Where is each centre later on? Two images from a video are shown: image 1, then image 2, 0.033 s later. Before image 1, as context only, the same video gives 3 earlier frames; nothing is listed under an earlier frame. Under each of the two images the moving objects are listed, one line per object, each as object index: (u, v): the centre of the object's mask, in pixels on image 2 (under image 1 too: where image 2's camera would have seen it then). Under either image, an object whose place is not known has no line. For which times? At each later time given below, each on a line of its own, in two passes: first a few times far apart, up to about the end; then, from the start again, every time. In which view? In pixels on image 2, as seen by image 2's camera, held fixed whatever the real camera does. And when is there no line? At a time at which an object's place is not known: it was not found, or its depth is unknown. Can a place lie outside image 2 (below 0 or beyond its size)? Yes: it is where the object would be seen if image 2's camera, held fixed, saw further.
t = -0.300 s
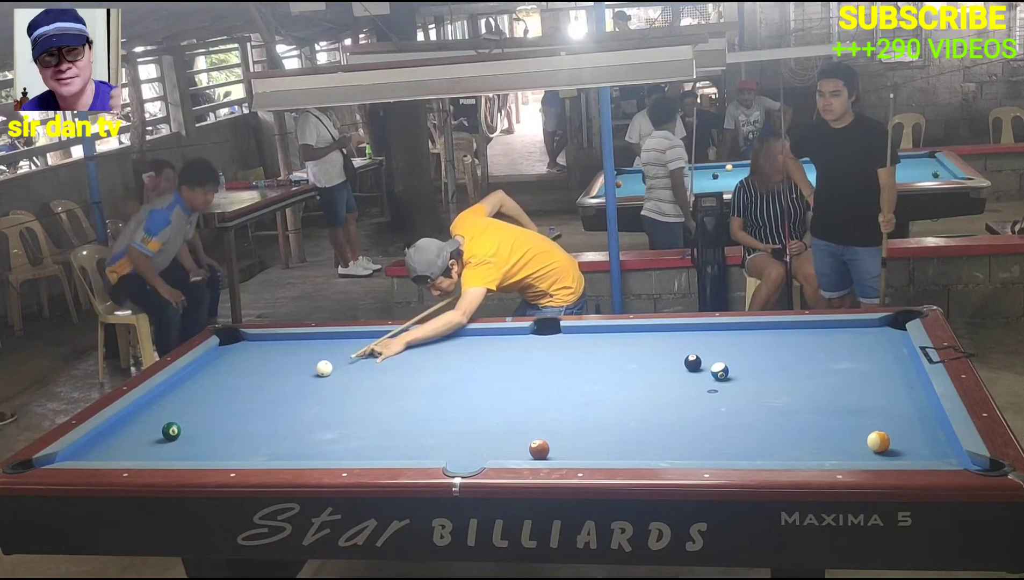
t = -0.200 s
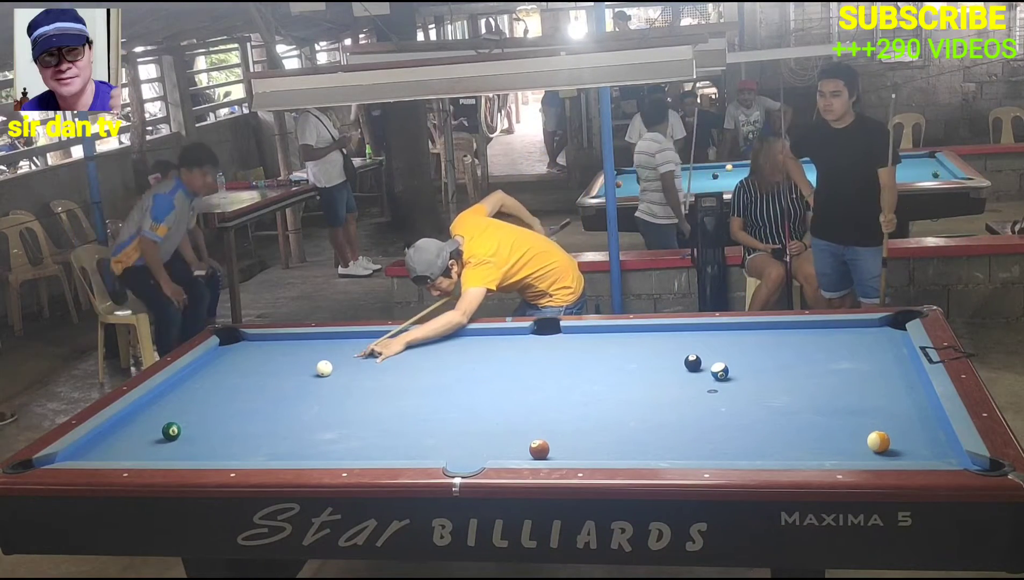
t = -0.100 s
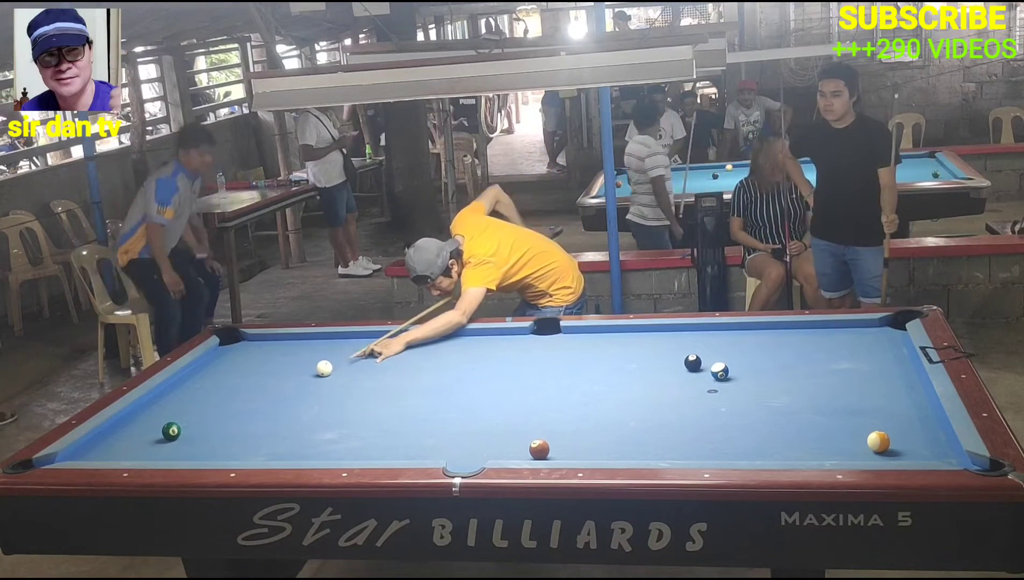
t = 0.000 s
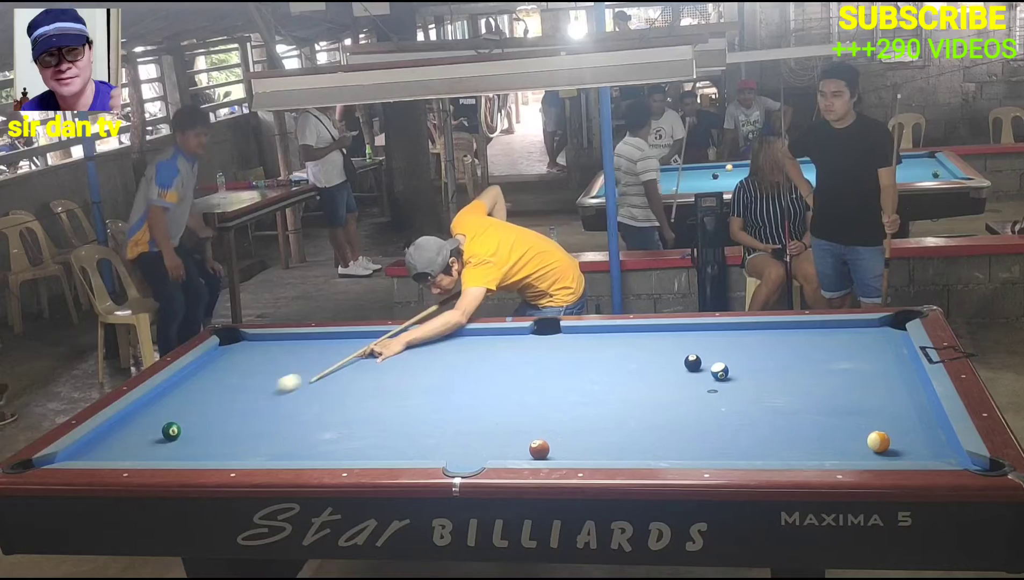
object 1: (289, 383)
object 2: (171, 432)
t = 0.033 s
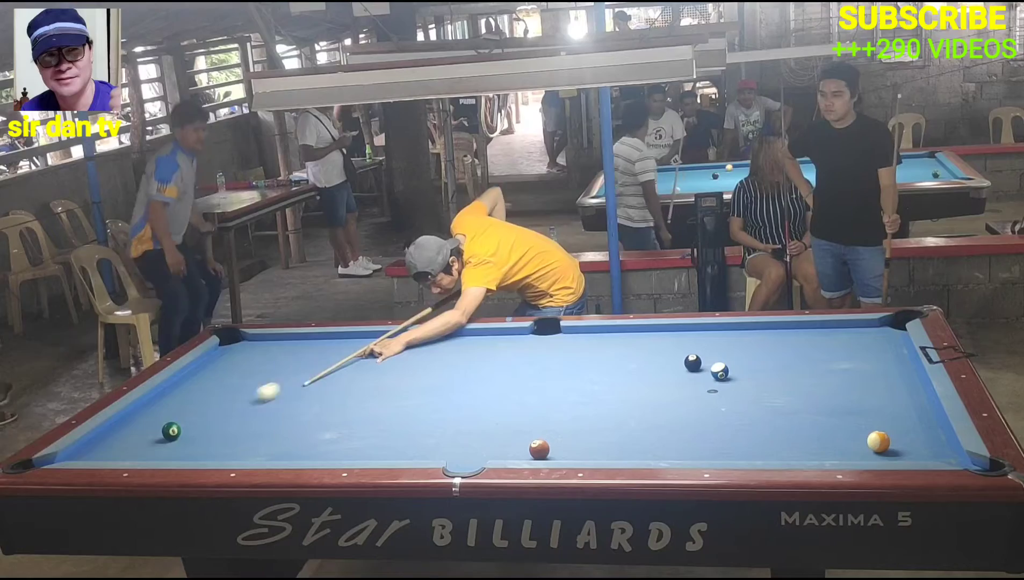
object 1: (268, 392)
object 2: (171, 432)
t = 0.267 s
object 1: (198, 431)
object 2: (101, 451)
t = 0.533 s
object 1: (221, 442)
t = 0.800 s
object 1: (245, 452)
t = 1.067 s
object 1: (275, 457)
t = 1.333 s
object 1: (323, 453)
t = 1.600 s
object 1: (369, 449)
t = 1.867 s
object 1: (412, 444)
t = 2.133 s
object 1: (452, 439)
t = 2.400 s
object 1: (491, 435)
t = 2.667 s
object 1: (525, 431)
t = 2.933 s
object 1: (559, 428)
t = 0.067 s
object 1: (247, 401)
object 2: (171, 432)
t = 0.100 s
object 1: (226, 410)
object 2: (171, 431)
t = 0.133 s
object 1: (205, 419)
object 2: (171, 432)
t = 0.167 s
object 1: (190, 426)
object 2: (167, 433)
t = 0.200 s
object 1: (193, 428)
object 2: (147, 437)
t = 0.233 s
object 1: (196, 430)
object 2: (122, 446)
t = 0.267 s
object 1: (198, 431)
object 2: (101, 451)
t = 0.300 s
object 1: (201, 432)
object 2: (82, 455)
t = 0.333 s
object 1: (204, 434)
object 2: (65, 458)
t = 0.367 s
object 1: (207, 435)
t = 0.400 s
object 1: (210, 436)
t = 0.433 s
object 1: (213, 438)
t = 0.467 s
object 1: (215, 439)
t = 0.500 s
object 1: (218, 440)
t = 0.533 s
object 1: (221, 442)
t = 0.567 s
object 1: (224, 443)
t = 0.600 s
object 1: (227, 445)
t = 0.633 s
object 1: (230, 446)
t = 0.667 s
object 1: (233, 448)
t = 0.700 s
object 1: (236, 449)
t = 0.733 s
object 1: (239, 450)
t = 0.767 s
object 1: (242, 451)
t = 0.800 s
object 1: (245, 452)
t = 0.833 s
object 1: (248, 453)
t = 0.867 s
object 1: (251, 453)
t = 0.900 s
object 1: (254, 454)
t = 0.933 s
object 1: (257, 455)
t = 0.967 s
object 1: (260, 456)
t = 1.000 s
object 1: (263, 457)
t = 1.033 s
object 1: (268, 457)
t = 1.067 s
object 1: (275, 457)
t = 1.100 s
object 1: (281, 456)
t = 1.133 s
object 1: (287, 455)
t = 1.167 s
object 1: (293, 455)
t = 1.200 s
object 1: (299, 455)
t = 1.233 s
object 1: (305, 454)
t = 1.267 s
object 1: (312, 454)
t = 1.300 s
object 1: (317, 453)
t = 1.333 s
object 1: (323, 453)
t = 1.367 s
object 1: (329, 452)
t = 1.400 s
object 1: (335, 452)
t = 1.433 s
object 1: (341, 451)
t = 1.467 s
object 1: (347, 451)
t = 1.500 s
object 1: (352, 451)
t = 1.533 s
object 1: (358, 450)
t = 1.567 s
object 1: (364, 450)
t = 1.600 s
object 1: (369, 449)
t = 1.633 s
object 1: (374, 448)
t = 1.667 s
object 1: (380, 448)
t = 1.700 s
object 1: (385, 447)
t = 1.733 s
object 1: (391, 446)
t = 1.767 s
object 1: (396, 446)
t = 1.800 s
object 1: (402, 445)
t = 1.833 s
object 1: (407, 444)
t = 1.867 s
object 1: (412, 444)
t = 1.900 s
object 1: (417, 443)
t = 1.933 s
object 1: (423, 443)
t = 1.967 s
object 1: (427, 442)
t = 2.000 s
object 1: (433, 441)
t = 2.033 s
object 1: (438, 441)
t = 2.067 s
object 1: (443, 440)
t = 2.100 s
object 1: (448, 440)
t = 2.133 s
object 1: (452, 439)
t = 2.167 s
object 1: (458, 439)
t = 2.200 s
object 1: (462, 438)
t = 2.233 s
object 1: (467, 437)
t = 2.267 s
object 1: (472, 437)
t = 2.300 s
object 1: (476, 437)
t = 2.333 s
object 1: (481, 436)
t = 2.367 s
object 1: (486, 435)
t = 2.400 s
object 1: (491, 435)
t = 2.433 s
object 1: (495, 435)
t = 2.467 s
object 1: (500, 434)
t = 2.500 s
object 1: (504, 434)
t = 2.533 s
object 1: (509, 433)
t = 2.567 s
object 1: (513, 433)
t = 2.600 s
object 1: (518, 432)
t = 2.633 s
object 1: (522, 432)
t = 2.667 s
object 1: (525, 431)
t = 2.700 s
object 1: (530, 431)
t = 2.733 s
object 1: (534, 430)
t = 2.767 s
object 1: (538, 430)
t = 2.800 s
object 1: (543, 429)
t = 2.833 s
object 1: (547, 429)
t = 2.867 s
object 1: (551, 429)
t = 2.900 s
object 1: (555, 428)
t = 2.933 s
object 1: (559, 428)
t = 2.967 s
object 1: (563, 428)
